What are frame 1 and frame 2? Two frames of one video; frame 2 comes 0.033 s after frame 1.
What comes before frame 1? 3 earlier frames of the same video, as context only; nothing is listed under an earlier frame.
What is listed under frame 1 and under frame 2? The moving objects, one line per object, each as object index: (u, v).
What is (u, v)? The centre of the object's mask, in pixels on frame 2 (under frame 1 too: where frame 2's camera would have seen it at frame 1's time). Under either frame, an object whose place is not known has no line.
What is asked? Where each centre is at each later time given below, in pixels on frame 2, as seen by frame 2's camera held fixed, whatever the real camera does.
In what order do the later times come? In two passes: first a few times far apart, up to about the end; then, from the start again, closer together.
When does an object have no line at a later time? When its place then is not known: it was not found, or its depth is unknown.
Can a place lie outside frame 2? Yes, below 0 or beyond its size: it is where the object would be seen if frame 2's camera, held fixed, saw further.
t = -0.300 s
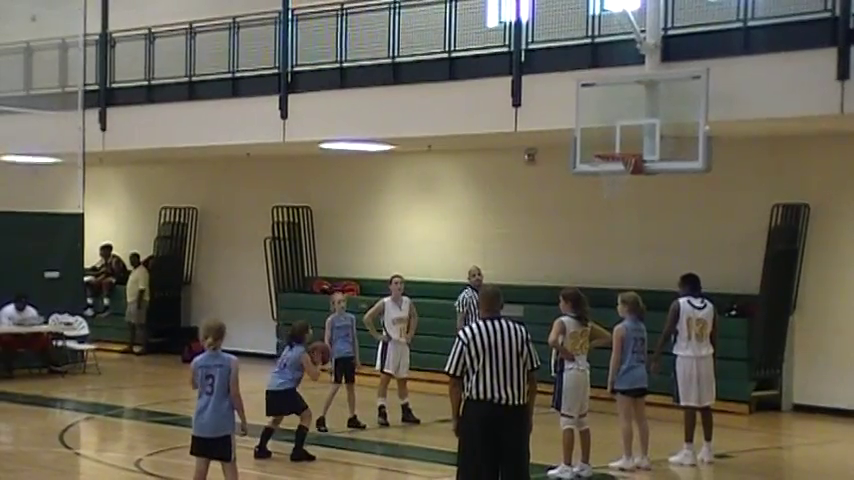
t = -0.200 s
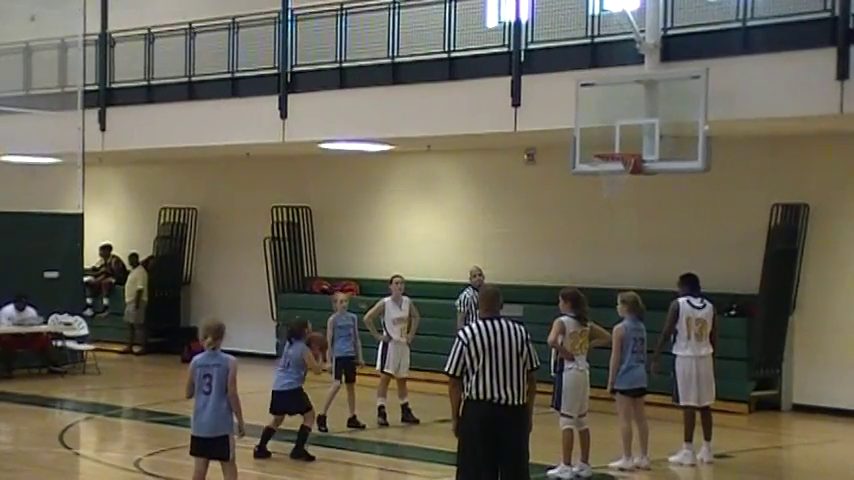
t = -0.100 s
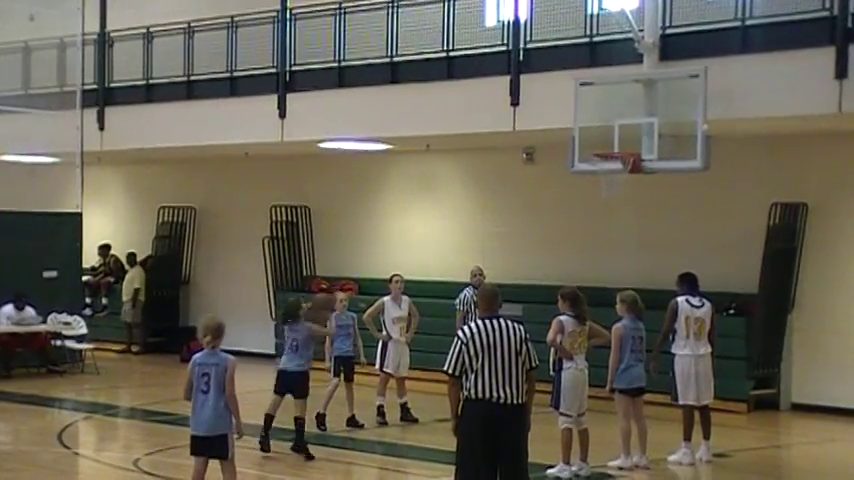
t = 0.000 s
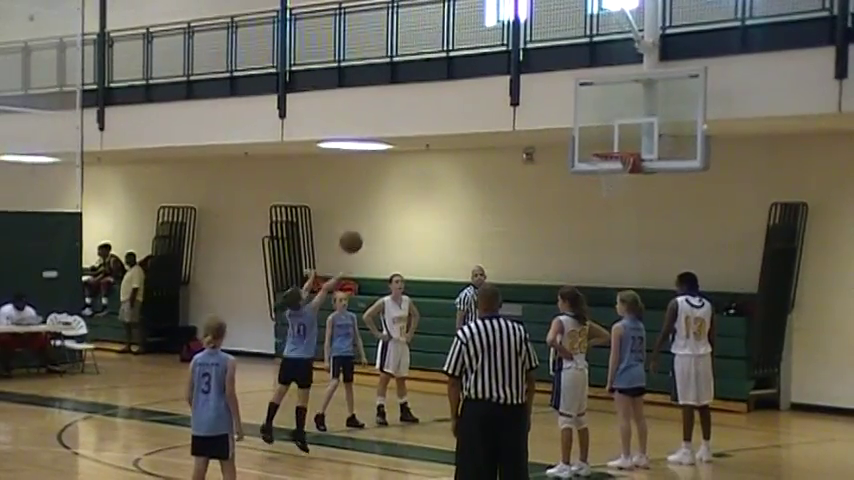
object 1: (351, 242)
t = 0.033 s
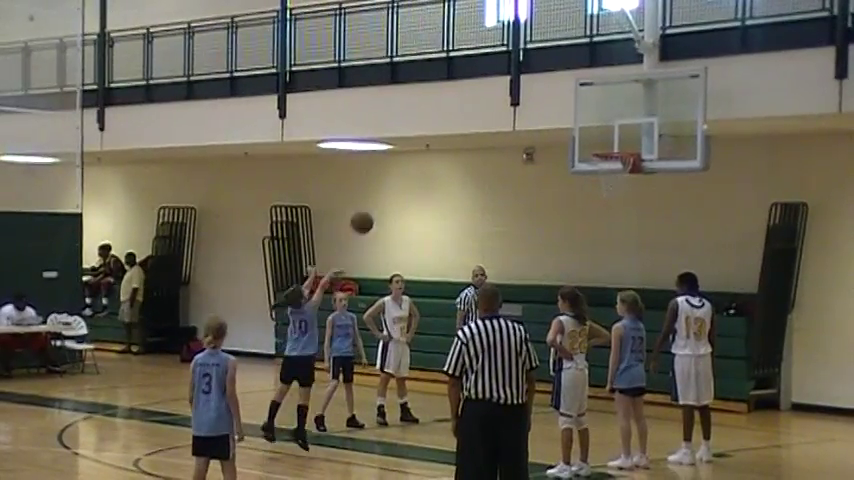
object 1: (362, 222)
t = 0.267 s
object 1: (432, 120)
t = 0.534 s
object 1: (506, 74)
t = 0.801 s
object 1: (572, 97)
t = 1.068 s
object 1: (625, 127)
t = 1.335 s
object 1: (665, 102)
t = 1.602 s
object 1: (707, 143)
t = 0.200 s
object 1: (413, 142)
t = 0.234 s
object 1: (423, 131)
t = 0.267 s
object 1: (432, 120)
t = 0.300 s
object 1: (442, 110)
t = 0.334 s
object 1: (451, 102)
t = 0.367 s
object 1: (460, 94)
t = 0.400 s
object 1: (470, 89)
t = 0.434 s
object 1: (479, 83)
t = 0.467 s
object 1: (488, 79)
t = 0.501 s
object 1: (497, 76)
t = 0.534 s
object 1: (506, 74)
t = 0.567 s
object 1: (515, 74)
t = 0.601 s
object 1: (523, 74)
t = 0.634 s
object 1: (531, 75)
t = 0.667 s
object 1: (540, 78)
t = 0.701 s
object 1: (548, 81)
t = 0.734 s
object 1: (556, 85)
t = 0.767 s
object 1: (564, 91)
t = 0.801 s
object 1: (572, 97)
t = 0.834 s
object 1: (580, 104)
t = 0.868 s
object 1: (587, 112)
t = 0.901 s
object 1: (595, 121)
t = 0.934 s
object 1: (602, 131)
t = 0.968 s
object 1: (610, 142)
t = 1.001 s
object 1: (616, 143)
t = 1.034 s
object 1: (620, 135)
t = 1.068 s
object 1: (625, 127)
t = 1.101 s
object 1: (630, 121)
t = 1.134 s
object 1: (635, 116)
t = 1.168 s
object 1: (640, 111)
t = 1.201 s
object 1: (645, 107)
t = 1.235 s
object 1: (650, 105)
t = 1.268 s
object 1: (655, 103)
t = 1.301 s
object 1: (660, 102)
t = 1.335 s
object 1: (665, 102)
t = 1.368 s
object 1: (670, 104)
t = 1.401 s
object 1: (675, 106)
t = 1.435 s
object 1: (681, 109)
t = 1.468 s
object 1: (686, 114)
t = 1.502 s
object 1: (691, 120)
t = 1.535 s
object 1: (696, 126)
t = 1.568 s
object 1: (702, 134)
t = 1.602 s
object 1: (707, 143)
